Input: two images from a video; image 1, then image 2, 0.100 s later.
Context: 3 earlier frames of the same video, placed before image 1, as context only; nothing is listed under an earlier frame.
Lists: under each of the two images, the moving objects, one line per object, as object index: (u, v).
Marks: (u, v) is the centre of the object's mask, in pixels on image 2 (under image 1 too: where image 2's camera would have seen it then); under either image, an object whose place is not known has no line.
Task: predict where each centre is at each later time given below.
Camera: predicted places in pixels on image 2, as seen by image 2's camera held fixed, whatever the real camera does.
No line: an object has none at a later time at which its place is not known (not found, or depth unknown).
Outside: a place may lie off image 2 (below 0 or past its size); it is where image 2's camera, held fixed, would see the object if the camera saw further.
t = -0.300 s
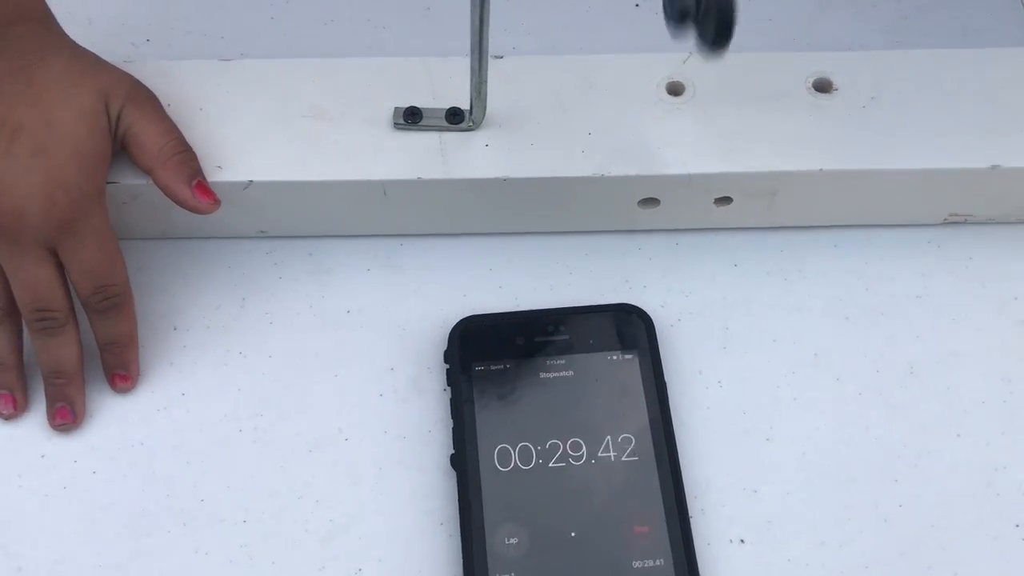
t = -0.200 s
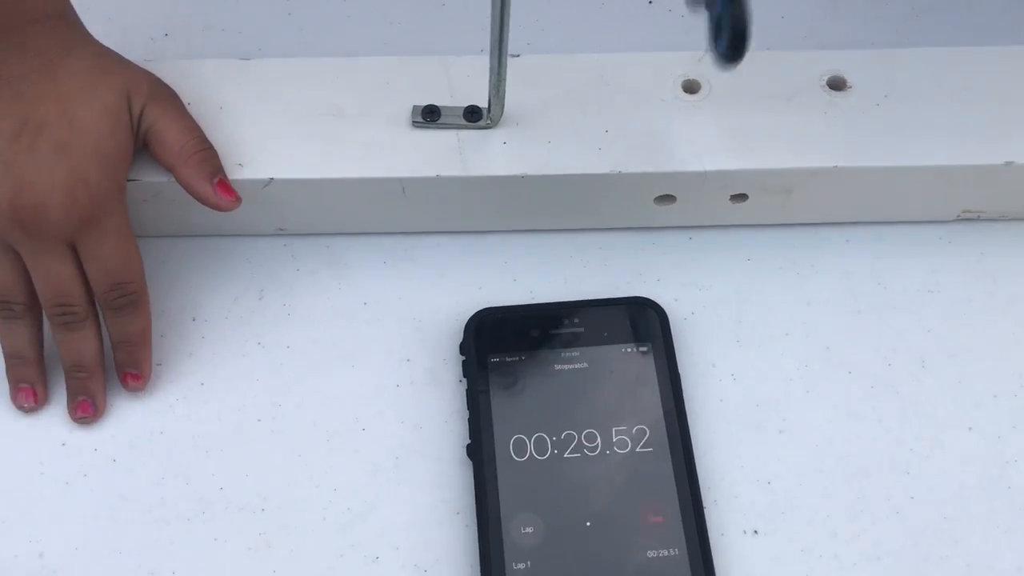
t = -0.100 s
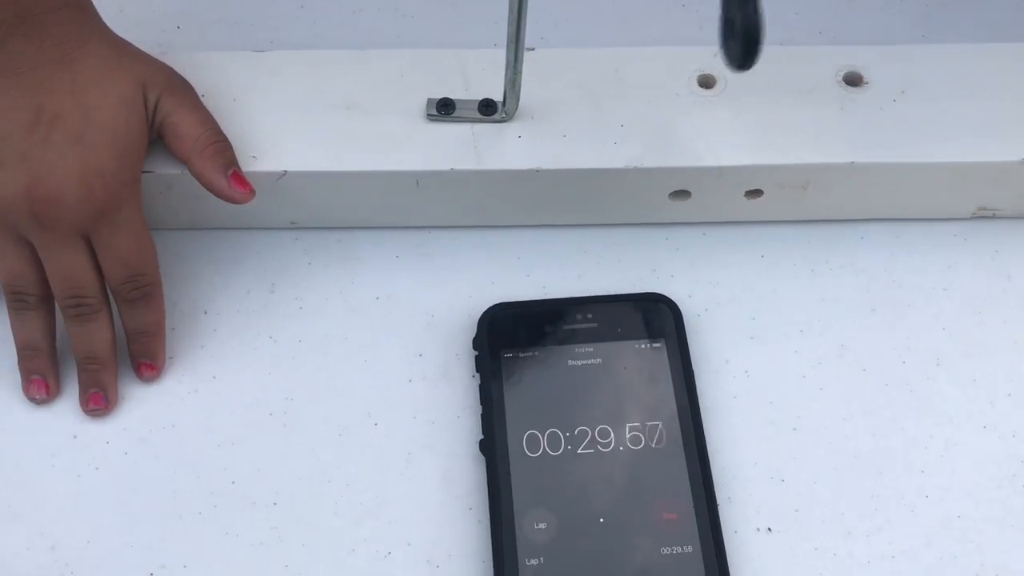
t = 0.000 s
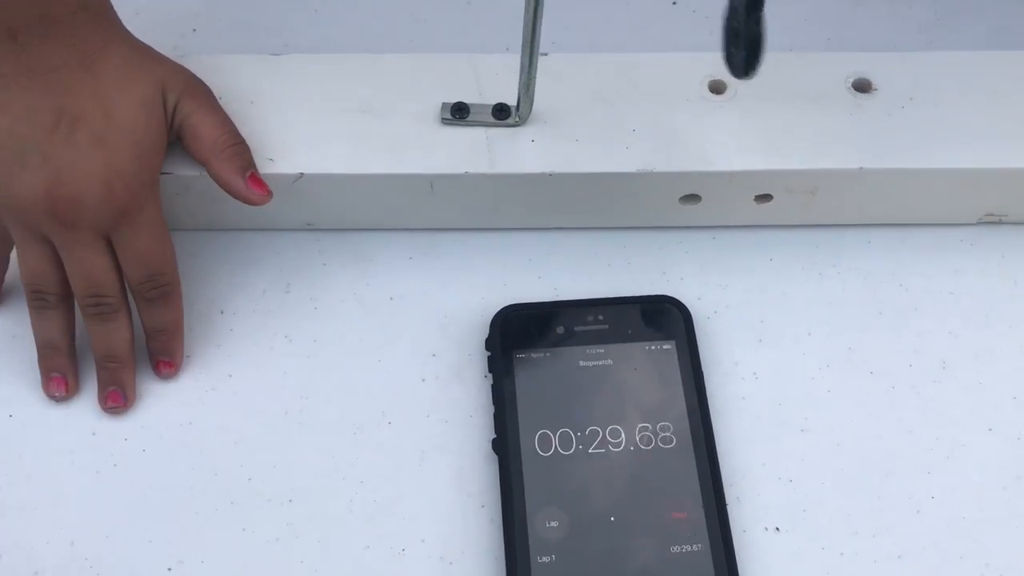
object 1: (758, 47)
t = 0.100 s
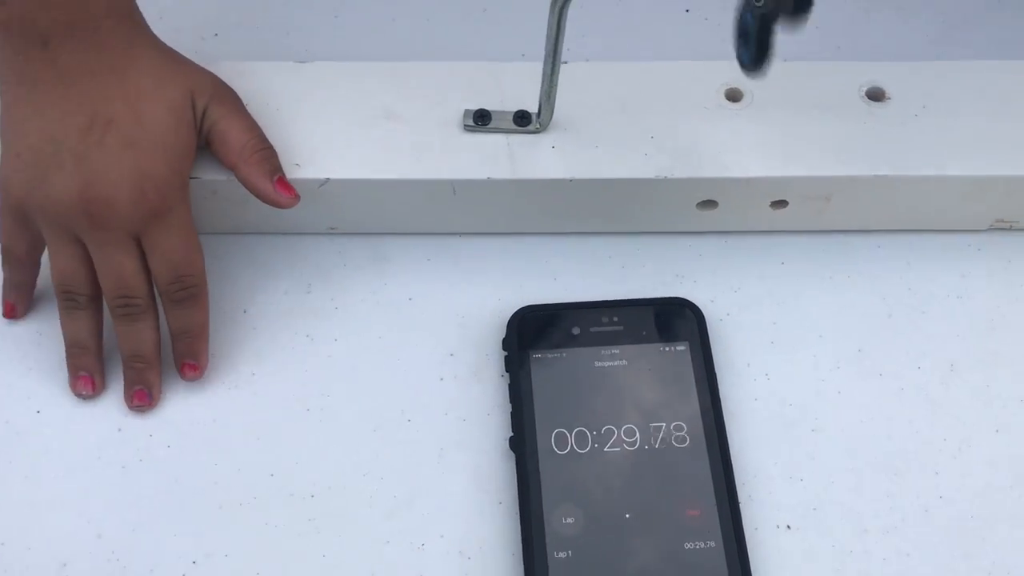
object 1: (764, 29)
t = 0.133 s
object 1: (771, 40)
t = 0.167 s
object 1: (782, 31)
